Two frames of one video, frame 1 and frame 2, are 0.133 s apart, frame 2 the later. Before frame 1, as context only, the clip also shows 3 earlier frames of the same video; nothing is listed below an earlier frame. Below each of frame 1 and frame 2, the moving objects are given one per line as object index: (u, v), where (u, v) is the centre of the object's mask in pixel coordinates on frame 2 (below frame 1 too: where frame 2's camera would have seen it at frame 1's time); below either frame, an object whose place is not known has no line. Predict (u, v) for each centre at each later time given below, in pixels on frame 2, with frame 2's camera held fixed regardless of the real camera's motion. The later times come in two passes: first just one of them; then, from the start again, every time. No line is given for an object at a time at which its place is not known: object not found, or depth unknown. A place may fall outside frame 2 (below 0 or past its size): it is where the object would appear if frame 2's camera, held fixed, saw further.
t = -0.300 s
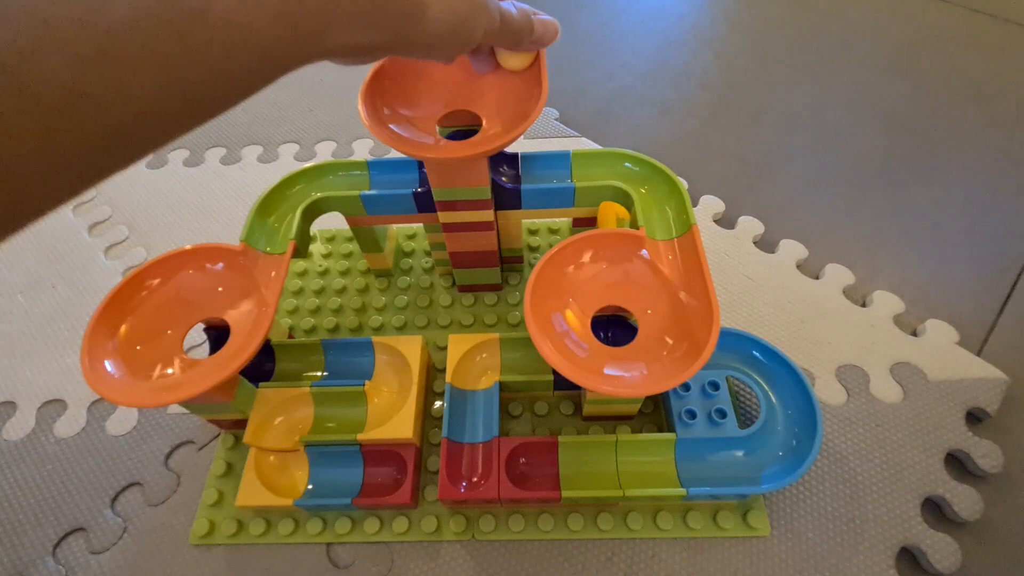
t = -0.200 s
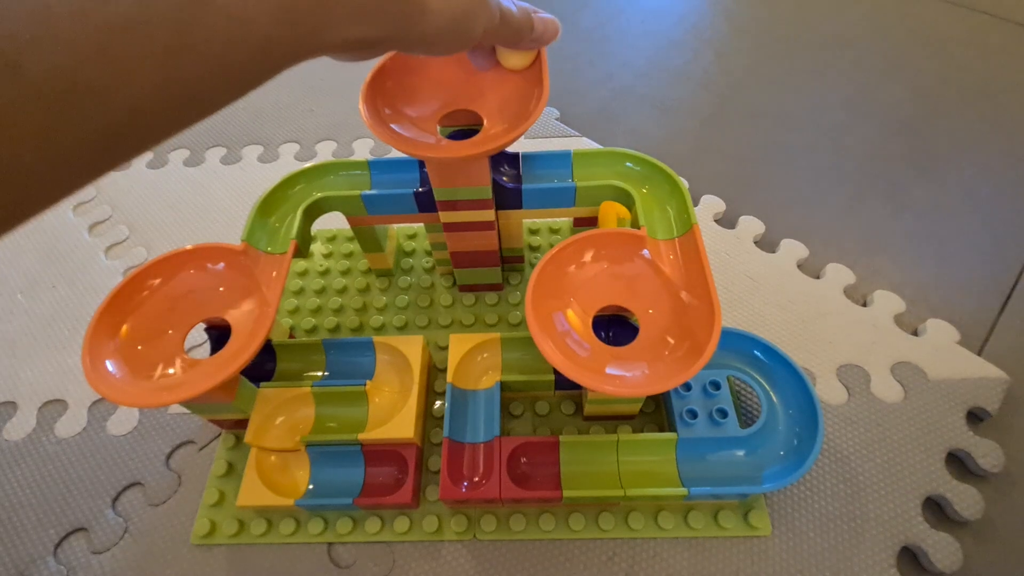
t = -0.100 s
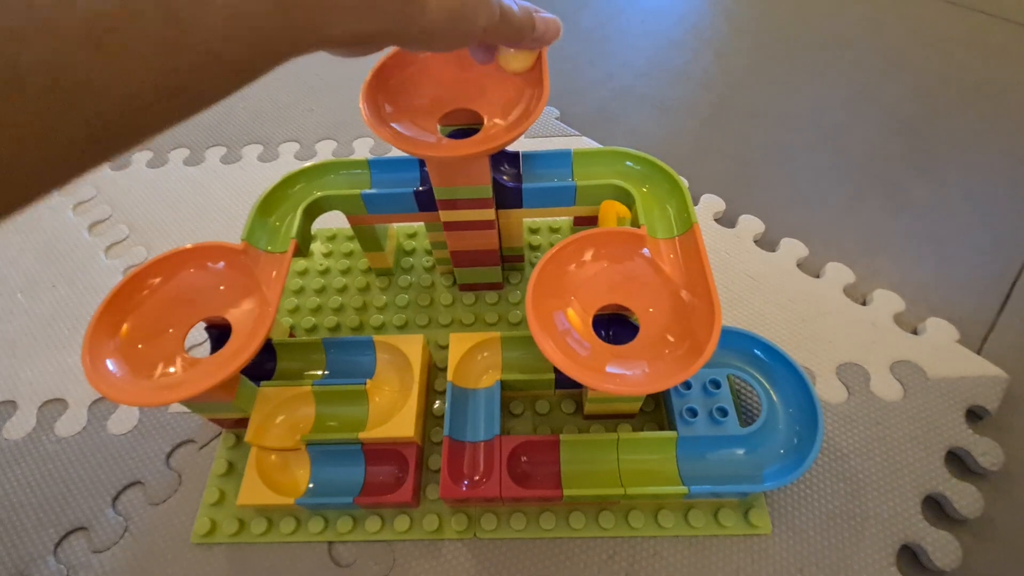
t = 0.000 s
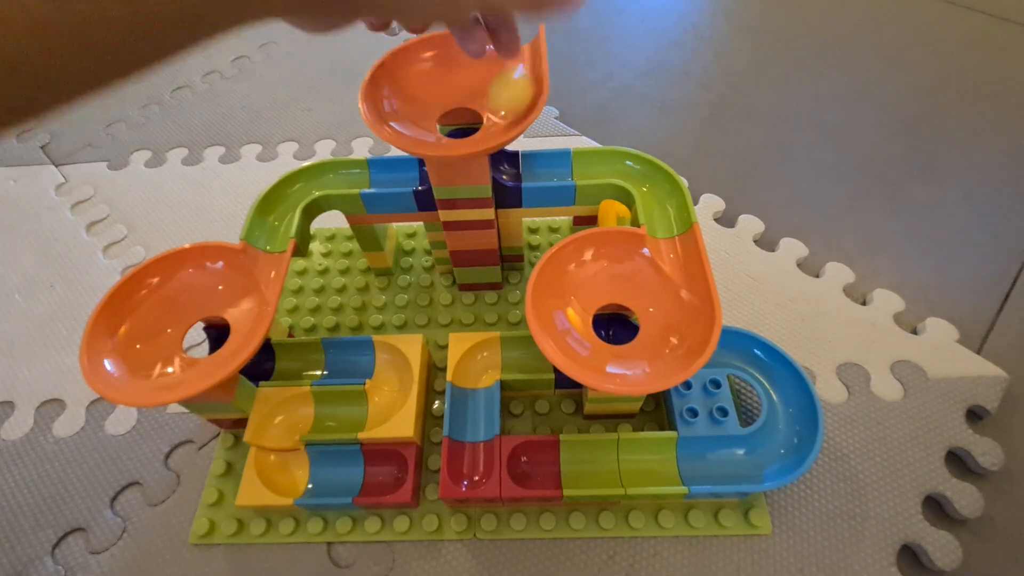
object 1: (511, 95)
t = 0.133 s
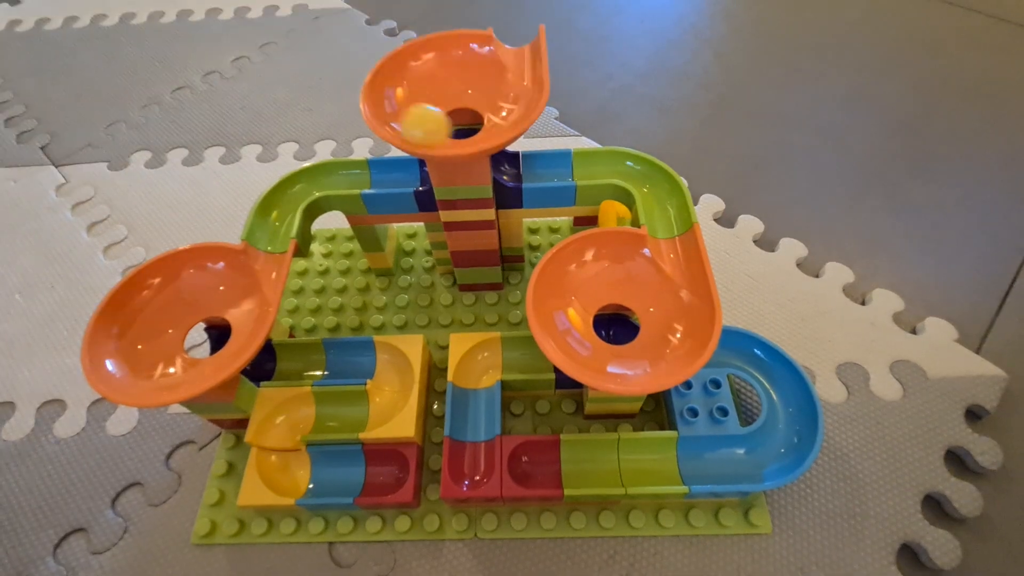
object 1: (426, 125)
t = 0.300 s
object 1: (427, 88)
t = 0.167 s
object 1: (410, 120)
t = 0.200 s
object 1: (403, 115)
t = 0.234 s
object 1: (408, 107)
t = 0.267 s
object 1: (416, 98)
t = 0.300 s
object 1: (427, 88)
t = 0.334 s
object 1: (445, 77)
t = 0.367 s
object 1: (458, 70)
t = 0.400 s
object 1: (471, 67)
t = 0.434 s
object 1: (483, 68)
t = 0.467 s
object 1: (493, 74)
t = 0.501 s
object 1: (498, 85)
